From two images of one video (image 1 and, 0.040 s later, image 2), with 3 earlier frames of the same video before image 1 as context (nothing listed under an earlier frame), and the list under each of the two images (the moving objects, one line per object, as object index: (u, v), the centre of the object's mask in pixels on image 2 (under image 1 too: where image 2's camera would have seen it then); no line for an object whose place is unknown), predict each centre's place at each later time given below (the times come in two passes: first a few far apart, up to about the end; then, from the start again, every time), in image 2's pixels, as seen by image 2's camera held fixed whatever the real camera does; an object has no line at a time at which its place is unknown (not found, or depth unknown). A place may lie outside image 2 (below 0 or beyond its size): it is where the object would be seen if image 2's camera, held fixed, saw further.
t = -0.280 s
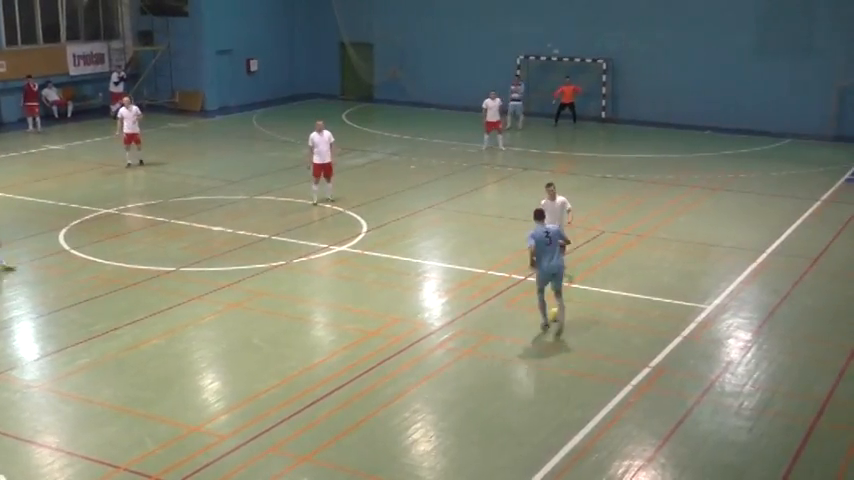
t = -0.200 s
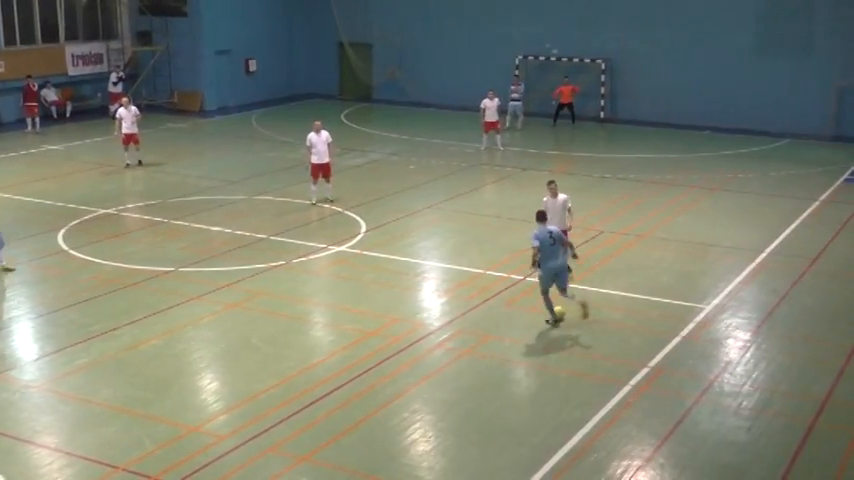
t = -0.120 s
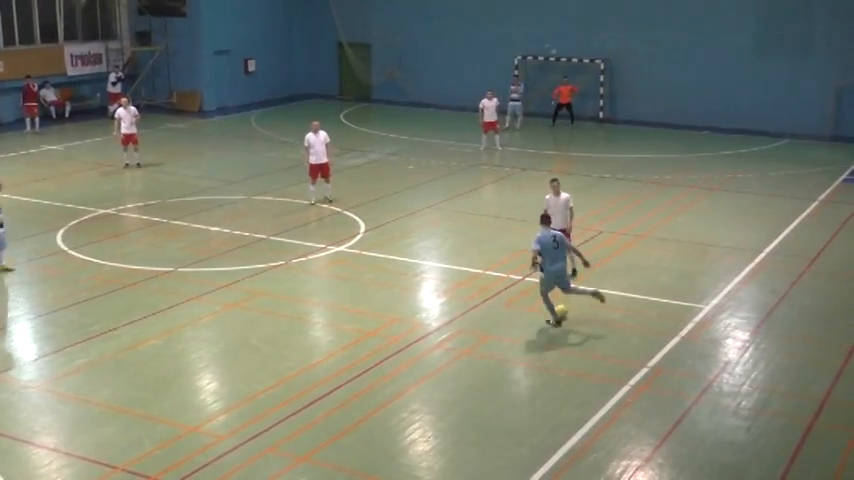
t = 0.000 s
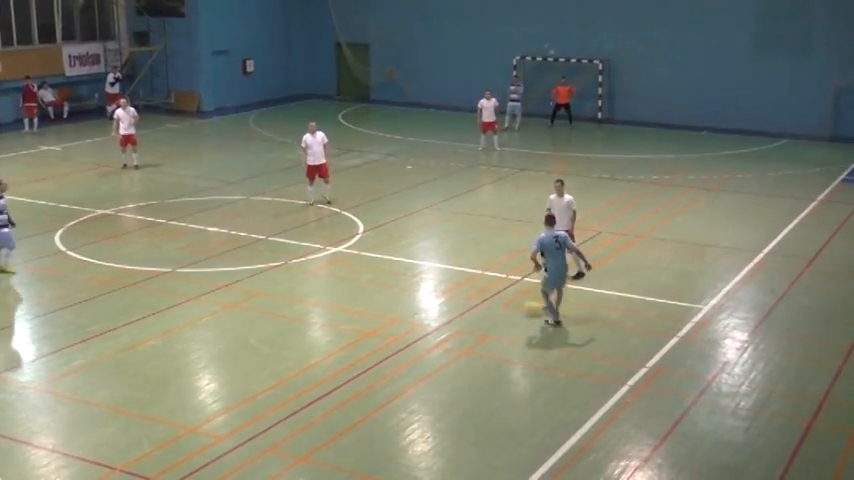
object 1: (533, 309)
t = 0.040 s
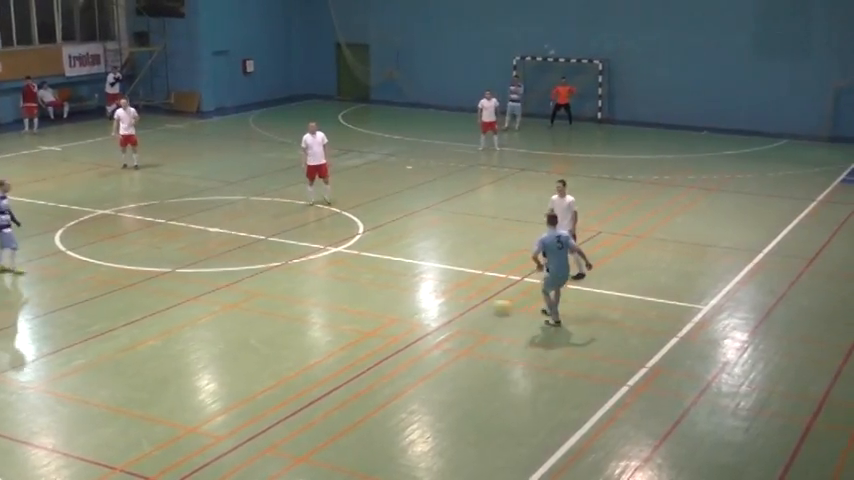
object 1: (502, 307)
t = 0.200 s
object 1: (383, 301)
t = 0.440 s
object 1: (236, 294)
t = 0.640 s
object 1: (132, 289)
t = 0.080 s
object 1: (470, 306)
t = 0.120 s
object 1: (440, 305)
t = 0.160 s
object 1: (411, 303)
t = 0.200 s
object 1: (383, 301)
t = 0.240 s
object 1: (357, 300)
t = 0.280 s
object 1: (331, 298)
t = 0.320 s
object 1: (305, 297)
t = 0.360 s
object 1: (282, 296)
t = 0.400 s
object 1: (259, 295)
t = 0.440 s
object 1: (236, 294)
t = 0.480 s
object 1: (214, 293)
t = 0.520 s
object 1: (193, 292)
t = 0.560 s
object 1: (173, 291)
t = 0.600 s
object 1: (152, 290)
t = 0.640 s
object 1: (132, 289)
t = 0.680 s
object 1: (115, 288)
